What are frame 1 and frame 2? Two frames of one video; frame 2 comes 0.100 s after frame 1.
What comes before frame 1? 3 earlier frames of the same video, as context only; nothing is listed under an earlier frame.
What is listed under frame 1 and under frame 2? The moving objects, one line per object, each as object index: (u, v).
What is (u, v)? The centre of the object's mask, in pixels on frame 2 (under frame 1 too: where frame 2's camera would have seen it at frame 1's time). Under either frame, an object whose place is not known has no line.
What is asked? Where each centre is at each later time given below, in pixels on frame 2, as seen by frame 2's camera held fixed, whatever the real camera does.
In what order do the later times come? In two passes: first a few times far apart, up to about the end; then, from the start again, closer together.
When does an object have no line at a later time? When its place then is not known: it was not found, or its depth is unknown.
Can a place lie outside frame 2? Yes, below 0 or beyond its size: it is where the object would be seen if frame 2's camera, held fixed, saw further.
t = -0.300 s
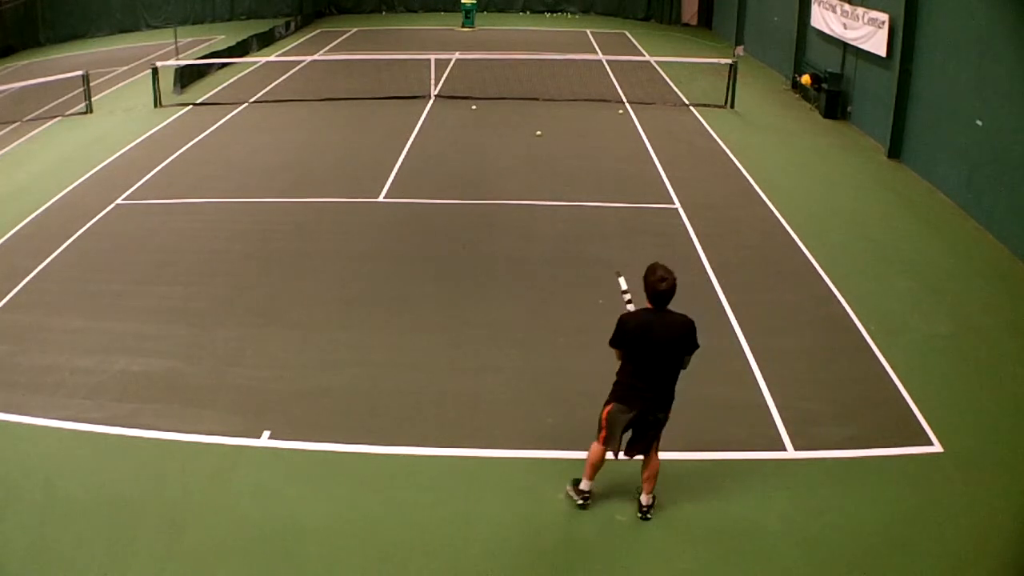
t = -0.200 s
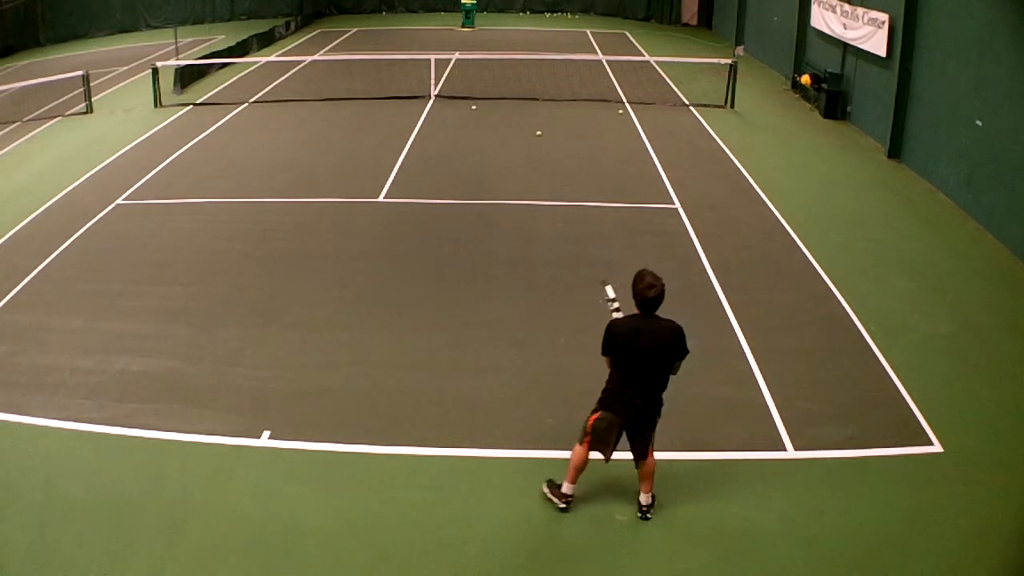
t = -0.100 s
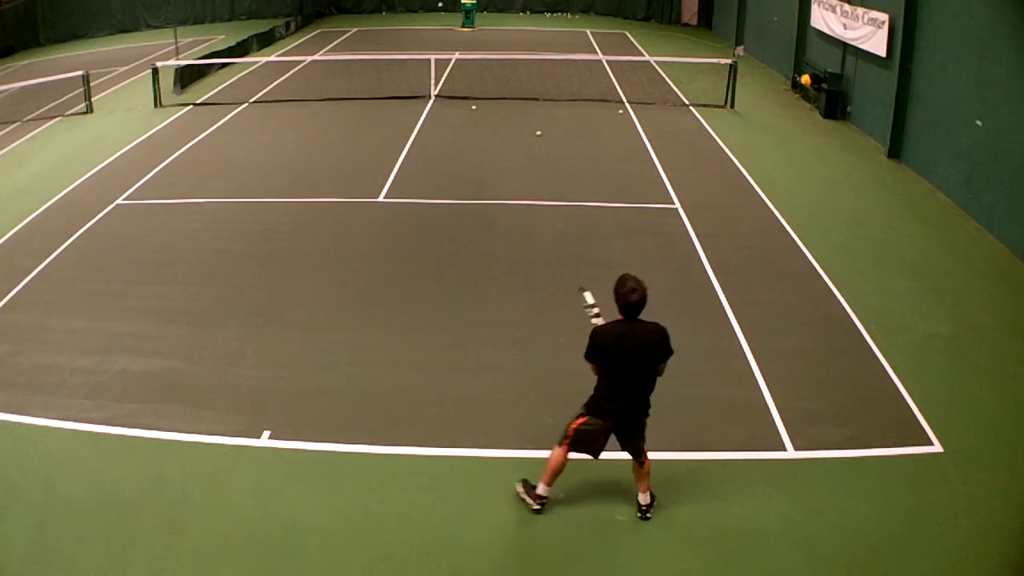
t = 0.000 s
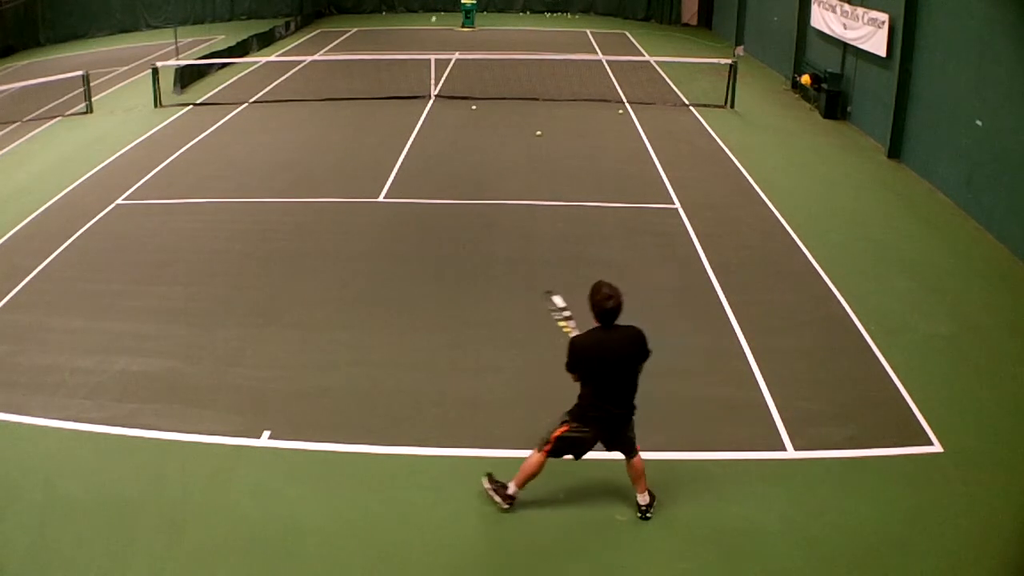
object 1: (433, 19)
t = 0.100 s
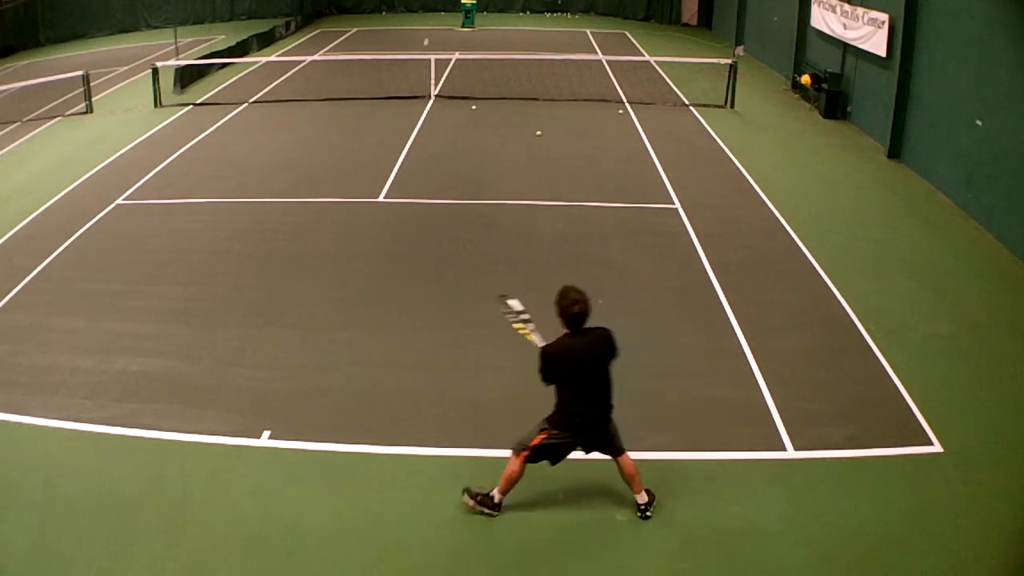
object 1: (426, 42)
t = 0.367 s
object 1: (399, 170)
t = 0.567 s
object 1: (377, 239)
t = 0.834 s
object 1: (343, 261)
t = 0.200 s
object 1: (417, 75)
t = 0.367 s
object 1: (399, 170)
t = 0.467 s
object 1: (387, 247)
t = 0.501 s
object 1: (383, 245)
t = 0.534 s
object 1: (380, 242)
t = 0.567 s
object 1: (377, 239)
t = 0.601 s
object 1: (373, 238)
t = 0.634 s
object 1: (369, 237)
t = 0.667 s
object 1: (365, 237)
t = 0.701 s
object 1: (361, 240)
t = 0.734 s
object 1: (357, 243)
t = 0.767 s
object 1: (352, 247)
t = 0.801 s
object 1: (347, 254)
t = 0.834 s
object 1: (343, 261)
